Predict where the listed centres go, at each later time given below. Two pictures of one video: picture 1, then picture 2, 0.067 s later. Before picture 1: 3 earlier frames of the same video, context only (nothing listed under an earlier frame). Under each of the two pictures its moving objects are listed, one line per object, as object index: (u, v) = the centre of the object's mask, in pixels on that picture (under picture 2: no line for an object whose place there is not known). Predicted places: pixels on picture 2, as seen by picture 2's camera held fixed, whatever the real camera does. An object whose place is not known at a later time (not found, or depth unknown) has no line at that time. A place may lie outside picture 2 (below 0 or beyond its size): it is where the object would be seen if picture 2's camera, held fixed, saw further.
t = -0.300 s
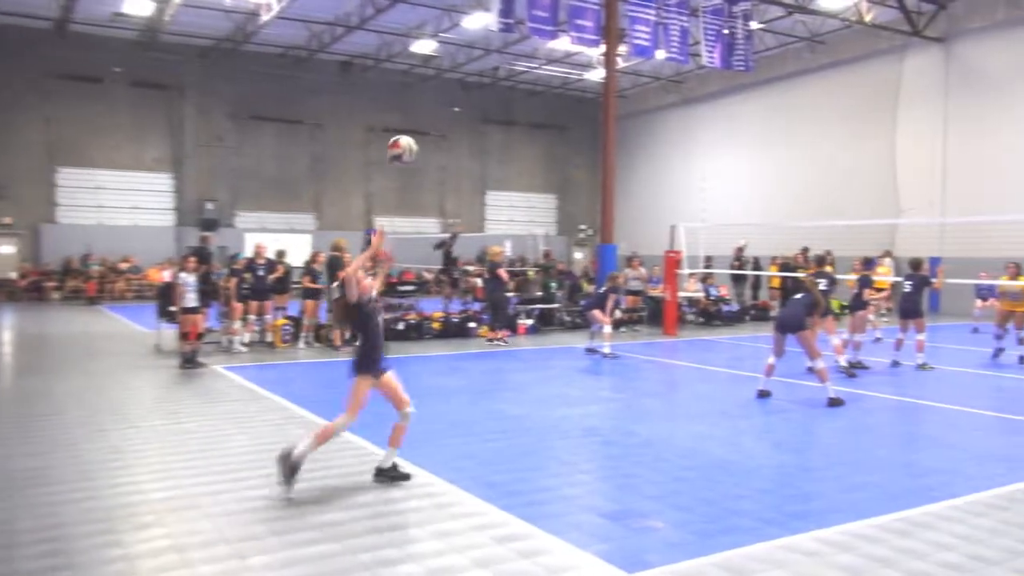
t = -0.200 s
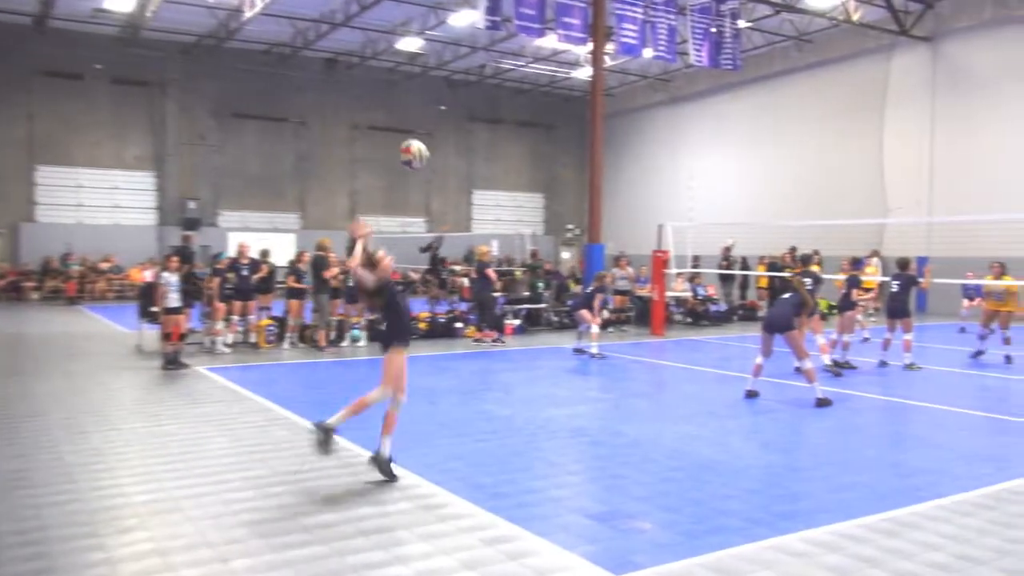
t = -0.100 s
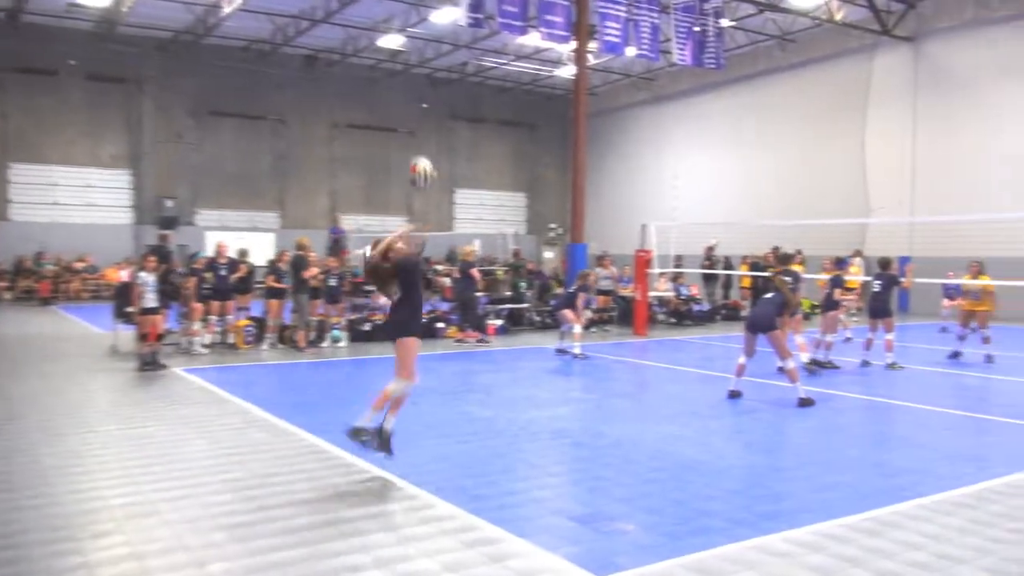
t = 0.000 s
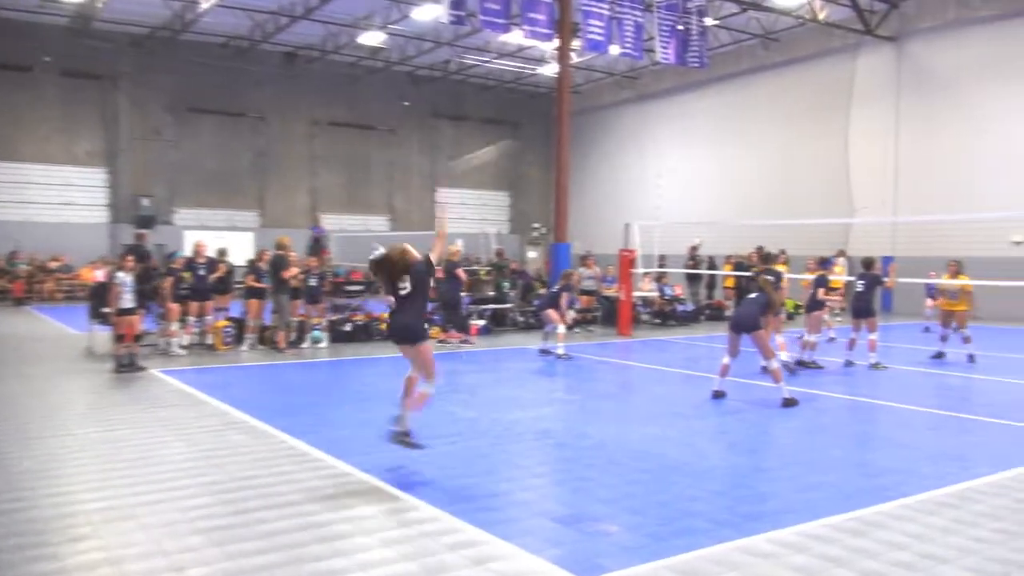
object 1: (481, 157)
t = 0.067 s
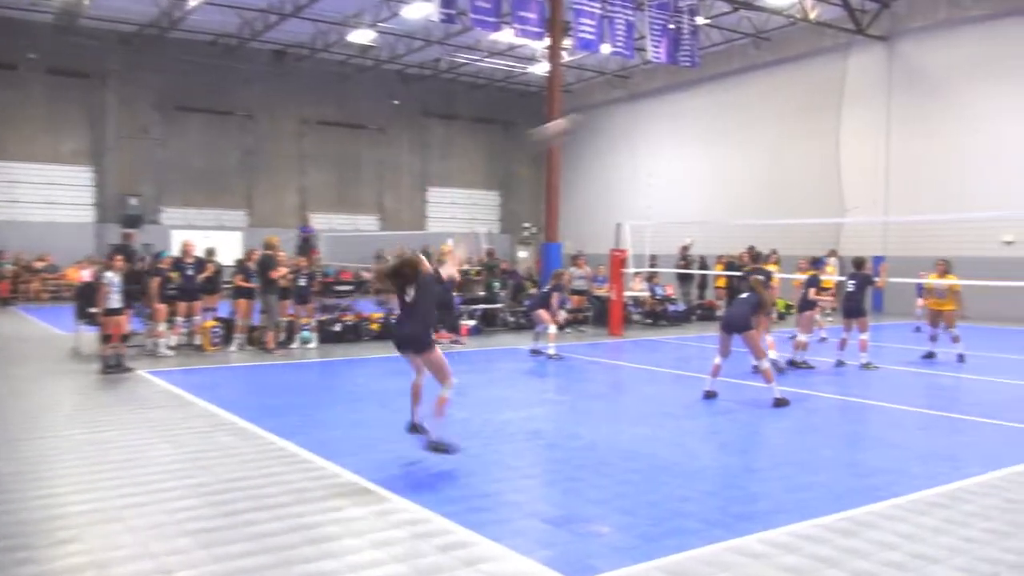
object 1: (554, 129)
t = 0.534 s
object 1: (845, 92)
